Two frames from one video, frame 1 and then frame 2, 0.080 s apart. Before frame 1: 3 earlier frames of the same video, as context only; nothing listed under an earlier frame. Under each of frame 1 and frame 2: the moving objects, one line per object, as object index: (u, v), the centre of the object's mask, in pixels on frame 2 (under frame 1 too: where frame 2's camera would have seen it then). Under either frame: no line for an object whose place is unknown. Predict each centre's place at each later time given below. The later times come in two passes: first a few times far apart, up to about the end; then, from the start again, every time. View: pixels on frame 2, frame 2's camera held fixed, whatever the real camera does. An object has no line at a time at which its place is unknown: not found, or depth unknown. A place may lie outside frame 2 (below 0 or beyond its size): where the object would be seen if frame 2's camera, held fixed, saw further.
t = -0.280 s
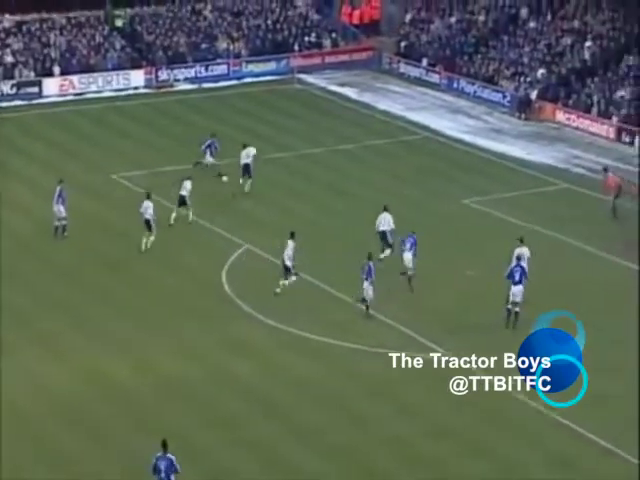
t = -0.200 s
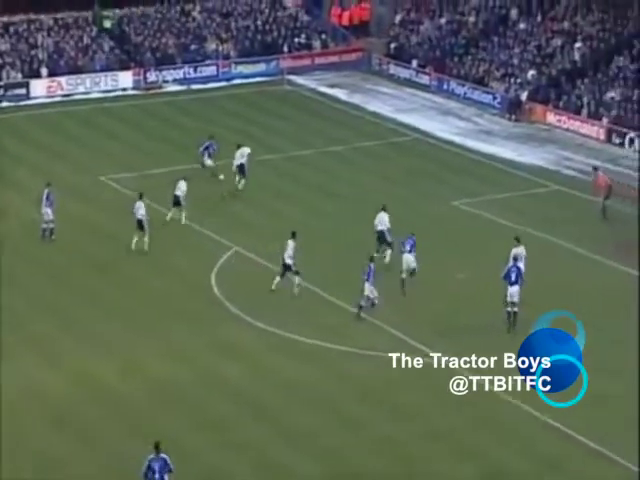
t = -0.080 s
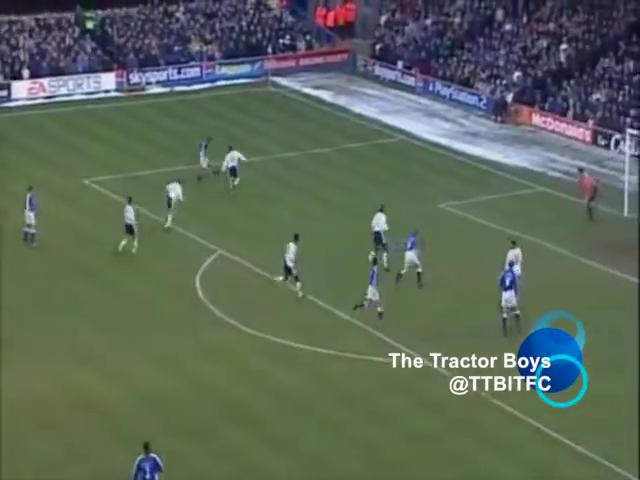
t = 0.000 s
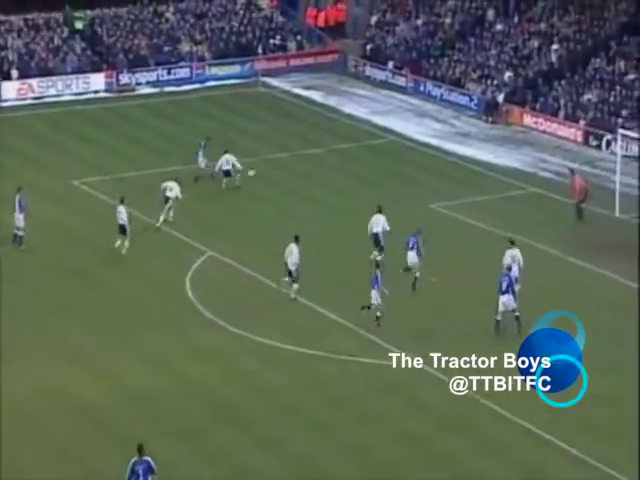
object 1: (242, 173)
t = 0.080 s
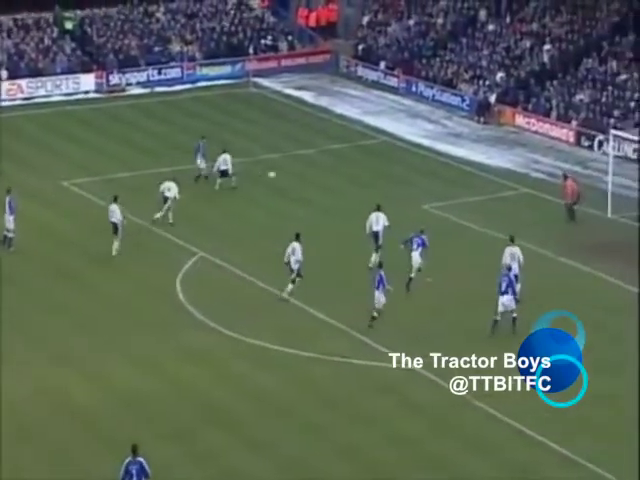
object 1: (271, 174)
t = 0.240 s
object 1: (330, 185)
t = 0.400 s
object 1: (387, 206)
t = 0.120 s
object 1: (286, 176)
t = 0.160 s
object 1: (301, 179)
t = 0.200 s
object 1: (315, 181)
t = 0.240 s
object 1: (330, 185)
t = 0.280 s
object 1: (344, 190)
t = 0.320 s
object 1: (359, 194)
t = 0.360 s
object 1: (373, 200)
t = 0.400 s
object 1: (387, 206)
